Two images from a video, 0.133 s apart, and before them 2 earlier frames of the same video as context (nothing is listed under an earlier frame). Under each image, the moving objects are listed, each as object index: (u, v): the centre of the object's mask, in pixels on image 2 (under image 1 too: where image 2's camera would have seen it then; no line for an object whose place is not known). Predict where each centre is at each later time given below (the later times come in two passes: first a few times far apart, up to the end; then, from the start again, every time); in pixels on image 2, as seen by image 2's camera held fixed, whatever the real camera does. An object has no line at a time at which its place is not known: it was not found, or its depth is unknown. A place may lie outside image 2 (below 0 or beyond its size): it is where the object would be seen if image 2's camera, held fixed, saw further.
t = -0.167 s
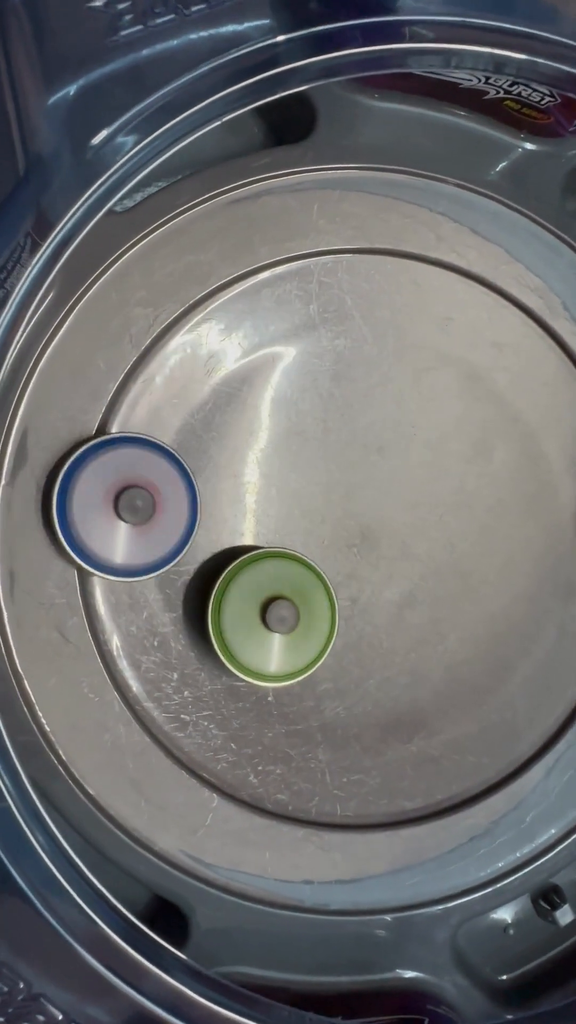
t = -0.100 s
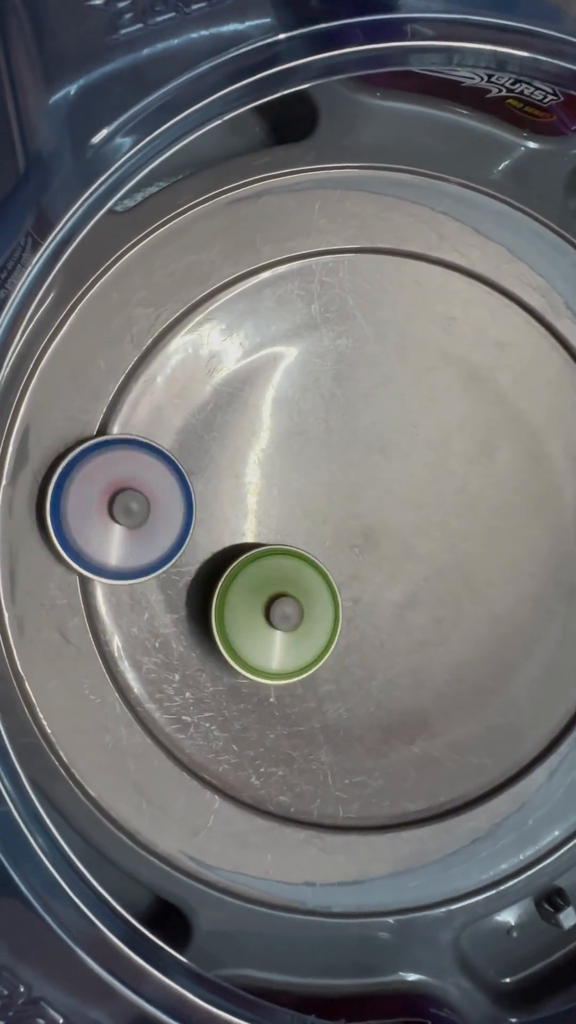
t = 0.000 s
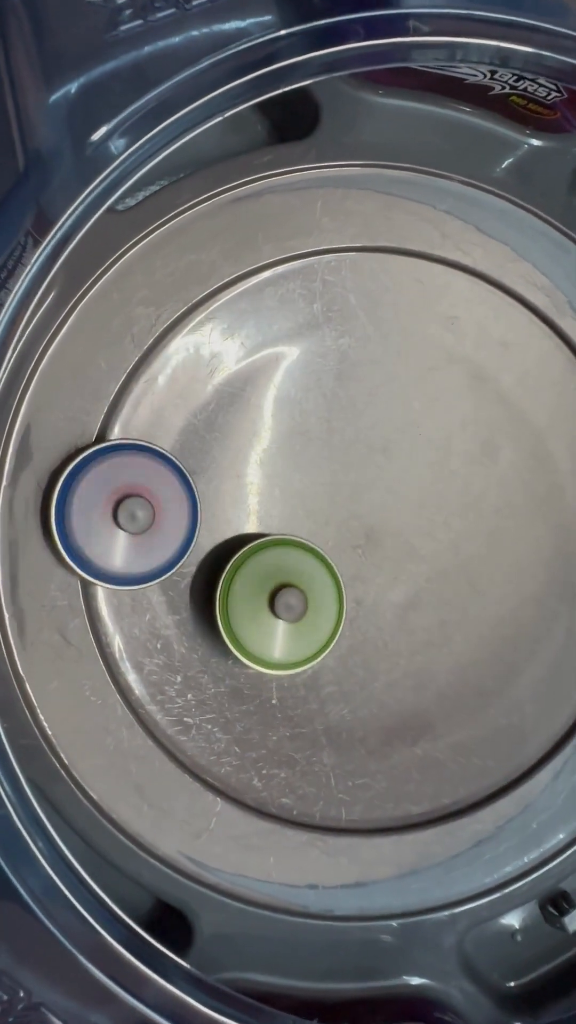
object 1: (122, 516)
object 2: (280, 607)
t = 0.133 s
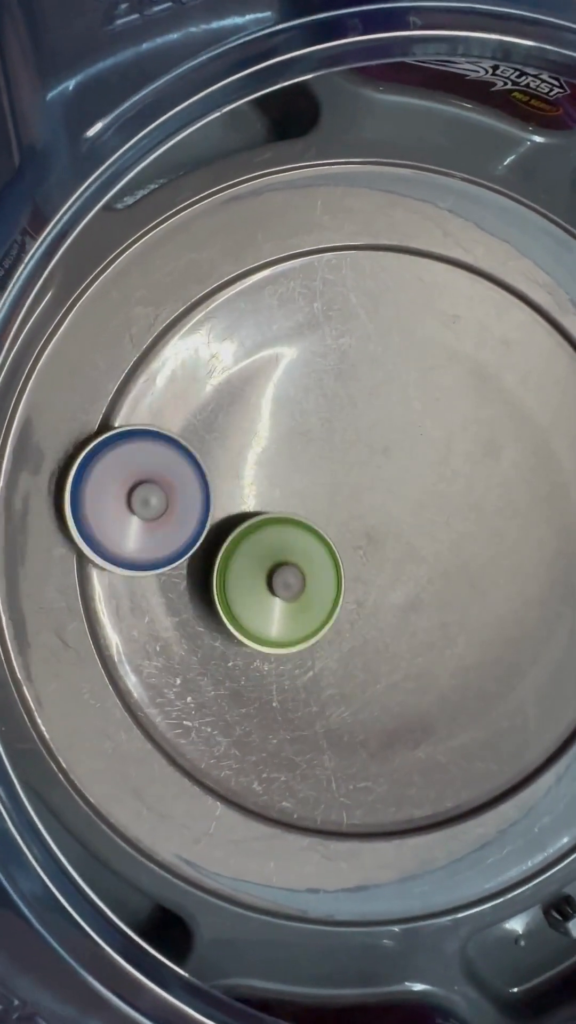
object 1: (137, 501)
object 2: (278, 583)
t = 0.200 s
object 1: (150, 490)
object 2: (274, 568)
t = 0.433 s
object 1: (164, 427)
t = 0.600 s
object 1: (177, 402)
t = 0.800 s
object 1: (202, 371)
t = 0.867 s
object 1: (211, 364)
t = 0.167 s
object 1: (143, 496)
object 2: (276, 576)
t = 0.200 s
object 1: (150, 490)
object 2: (274, 568)
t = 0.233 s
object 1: (153, 479)
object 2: (275, 564)
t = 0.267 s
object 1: (157, 470)
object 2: (274, 560)
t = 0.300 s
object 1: (161, 462)
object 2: (274, 556)
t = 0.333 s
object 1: (160, 450)
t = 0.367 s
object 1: (161, 439)
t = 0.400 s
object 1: (162, 433)
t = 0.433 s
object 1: (164, 427)
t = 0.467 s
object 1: (166, 421)
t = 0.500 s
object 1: (169, 416)
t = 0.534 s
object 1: (171, 411)
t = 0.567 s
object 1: (174, 407)
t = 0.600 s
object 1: (177, 402)
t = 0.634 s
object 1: (179, 397)
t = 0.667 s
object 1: (184, 392)
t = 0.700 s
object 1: (188, 387)
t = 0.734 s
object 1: (191, 381)
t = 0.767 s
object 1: (197, 376)
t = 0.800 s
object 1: (202, 371)
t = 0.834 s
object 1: (206, 367)
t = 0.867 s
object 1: (211, 364)
